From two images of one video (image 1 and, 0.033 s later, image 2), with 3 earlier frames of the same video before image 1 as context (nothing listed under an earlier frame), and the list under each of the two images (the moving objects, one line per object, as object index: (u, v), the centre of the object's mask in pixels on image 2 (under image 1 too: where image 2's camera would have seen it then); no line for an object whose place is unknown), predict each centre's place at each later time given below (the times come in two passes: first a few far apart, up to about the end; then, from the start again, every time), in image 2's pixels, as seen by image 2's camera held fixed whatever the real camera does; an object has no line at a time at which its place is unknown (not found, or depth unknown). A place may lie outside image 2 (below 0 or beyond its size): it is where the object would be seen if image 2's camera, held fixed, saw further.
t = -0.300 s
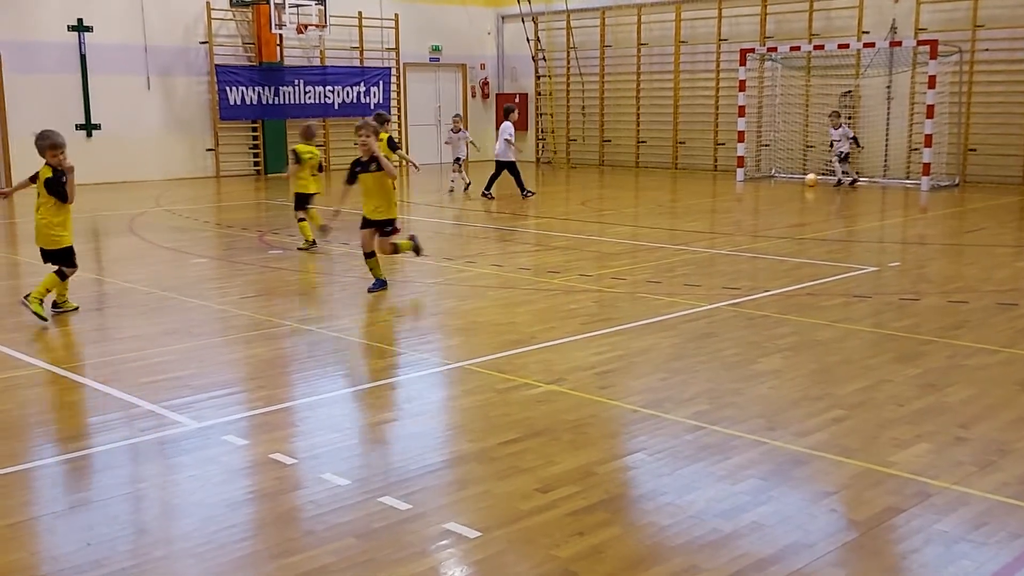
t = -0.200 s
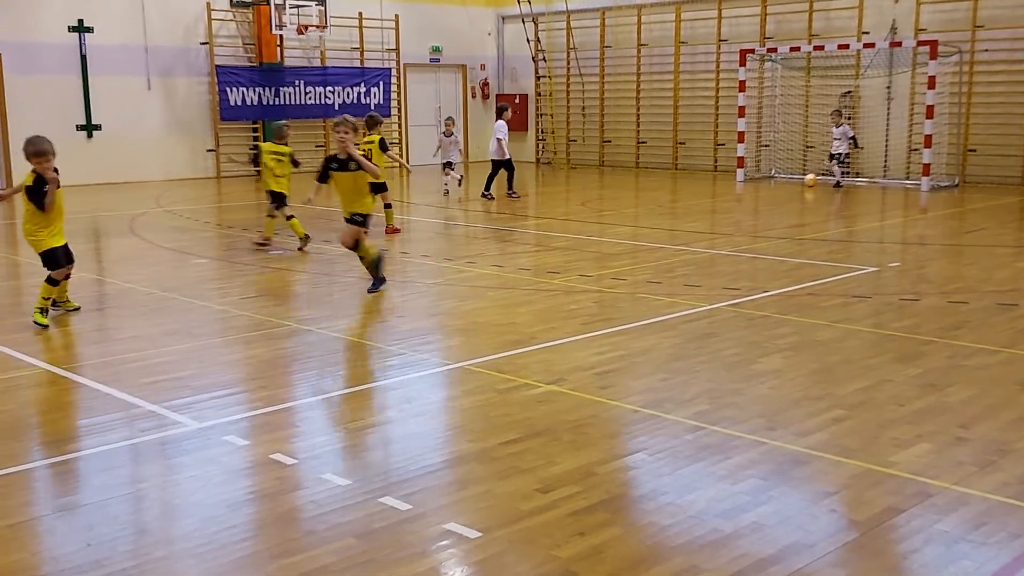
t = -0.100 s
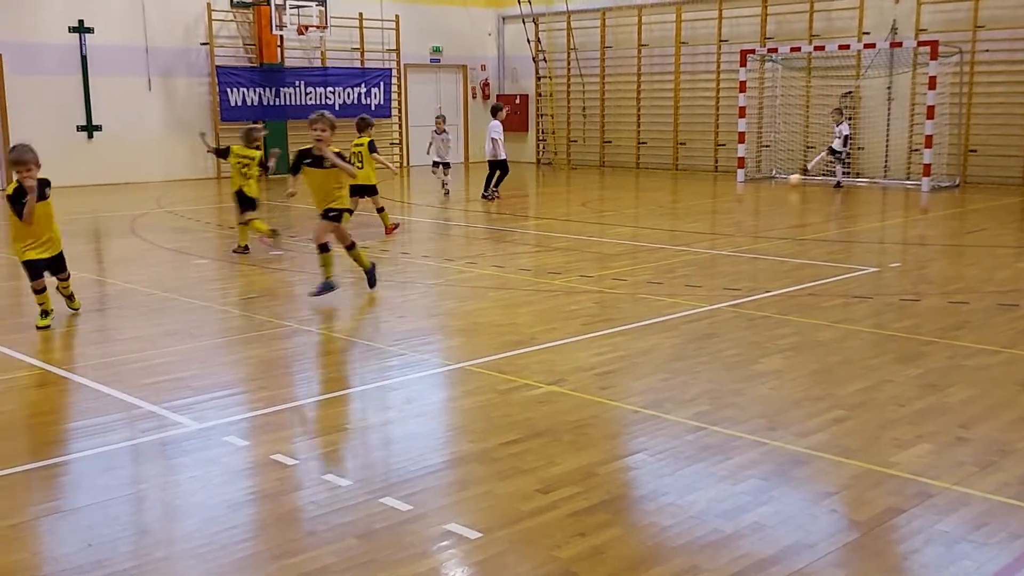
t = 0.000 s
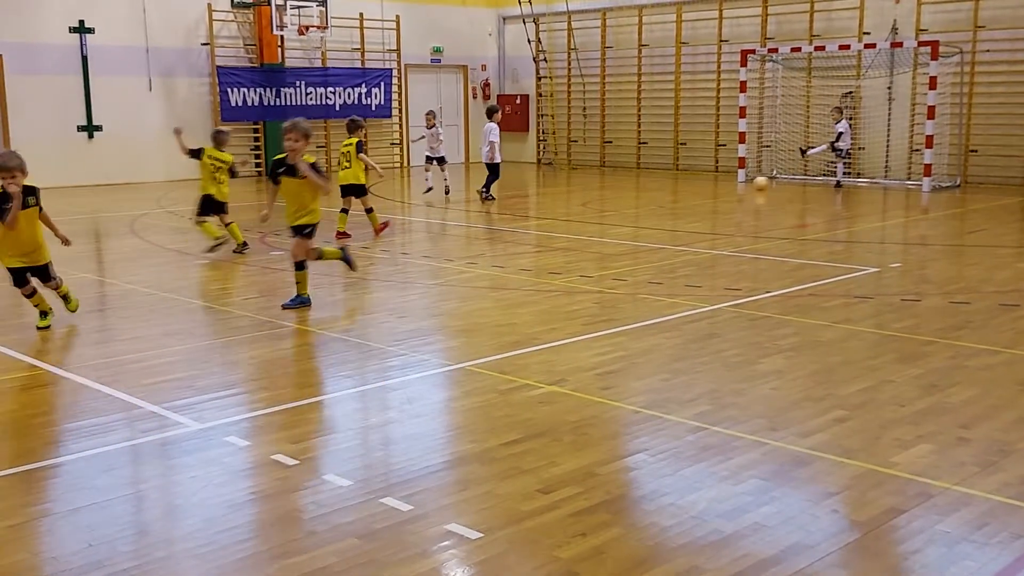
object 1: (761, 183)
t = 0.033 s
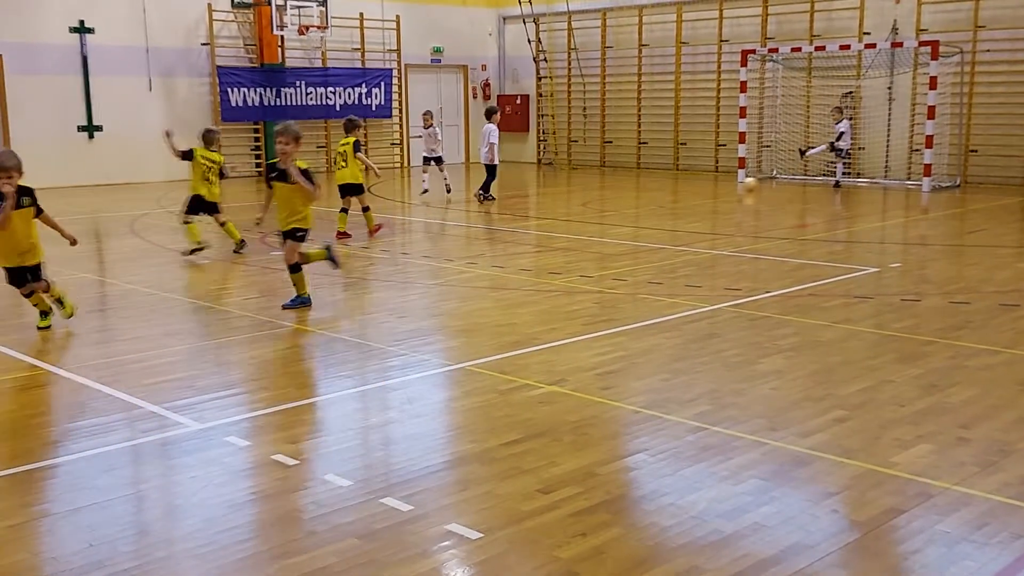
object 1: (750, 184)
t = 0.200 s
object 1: (698, 188)
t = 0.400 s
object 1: (643, 190)
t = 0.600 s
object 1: (596, 193)
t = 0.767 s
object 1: (557, 196)
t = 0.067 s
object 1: (739, 185)
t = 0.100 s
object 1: (728, 185)
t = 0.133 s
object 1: (718, 186)
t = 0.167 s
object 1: (708, 187)
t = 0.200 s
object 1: (698, 188)
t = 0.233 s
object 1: (689, 188)
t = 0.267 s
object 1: (680, 189)
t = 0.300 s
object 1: (671, 189)
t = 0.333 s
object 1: (661, 189)
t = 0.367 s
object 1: (652, 190)
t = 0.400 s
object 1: (643, 190)
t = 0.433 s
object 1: (635, 191)
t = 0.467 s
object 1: (628, 191)
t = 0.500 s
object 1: (620, 191)
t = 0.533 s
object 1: (612, 192)
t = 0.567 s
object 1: (603, 193)
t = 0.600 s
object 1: (596, 193)
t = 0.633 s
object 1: (589, 193)
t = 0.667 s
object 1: (581, 194)
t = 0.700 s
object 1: (573, 194)
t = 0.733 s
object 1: (565, 195)
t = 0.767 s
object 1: (557, 196)
